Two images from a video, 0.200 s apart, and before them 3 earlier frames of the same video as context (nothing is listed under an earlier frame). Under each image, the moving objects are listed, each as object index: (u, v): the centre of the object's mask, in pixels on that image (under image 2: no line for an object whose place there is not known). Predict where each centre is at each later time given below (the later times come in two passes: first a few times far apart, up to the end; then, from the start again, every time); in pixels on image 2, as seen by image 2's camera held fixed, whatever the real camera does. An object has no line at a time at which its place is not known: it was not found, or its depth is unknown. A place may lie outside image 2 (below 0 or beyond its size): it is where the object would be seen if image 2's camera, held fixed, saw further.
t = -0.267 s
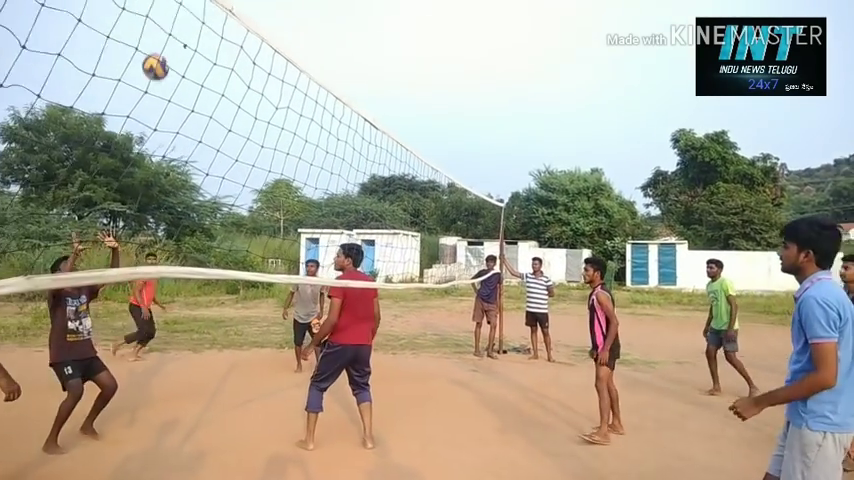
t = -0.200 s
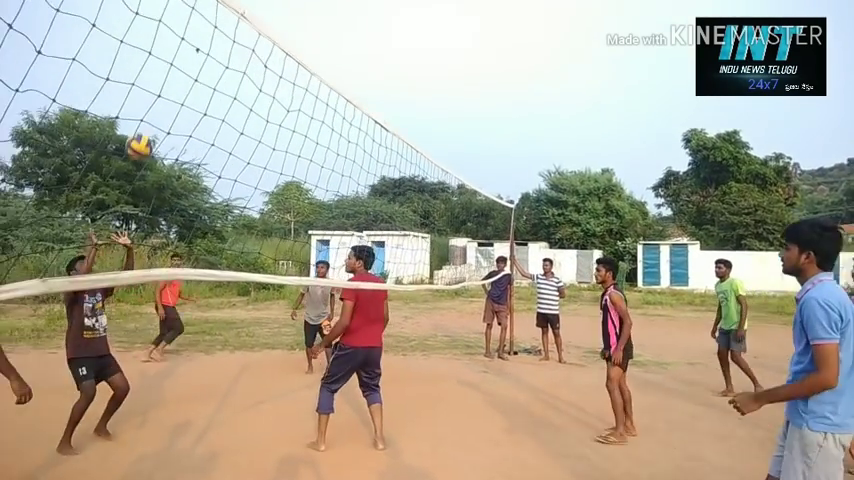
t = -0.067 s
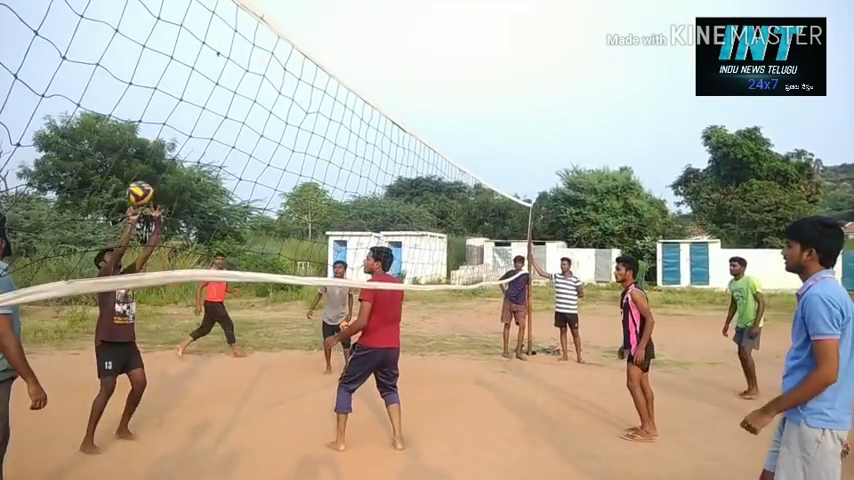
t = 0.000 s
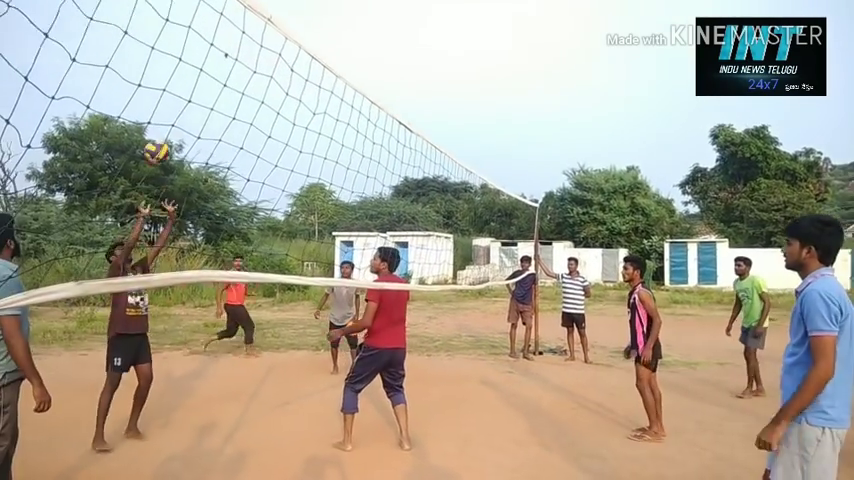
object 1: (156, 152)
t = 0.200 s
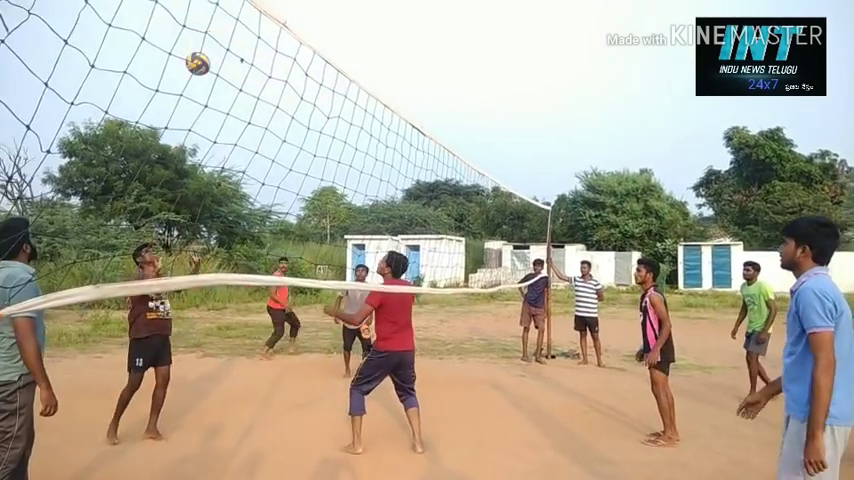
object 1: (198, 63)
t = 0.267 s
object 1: (206, 43)
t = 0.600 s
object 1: (242, 10)
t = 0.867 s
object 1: (271, 65)
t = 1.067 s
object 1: (291, 156)
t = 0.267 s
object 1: (206, 43)
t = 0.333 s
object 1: (214, 26)
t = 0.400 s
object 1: (221, 14)
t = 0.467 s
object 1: (229, 7)
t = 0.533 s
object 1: (235, 7)
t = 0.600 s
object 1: (242, 10)
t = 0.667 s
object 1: (250, 17)
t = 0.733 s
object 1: (258, 28)
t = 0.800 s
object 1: (265, 44)
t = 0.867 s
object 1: (271, 65)
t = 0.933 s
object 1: (278, 90)
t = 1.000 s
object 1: (284, 121)
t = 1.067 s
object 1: (291, 156)
